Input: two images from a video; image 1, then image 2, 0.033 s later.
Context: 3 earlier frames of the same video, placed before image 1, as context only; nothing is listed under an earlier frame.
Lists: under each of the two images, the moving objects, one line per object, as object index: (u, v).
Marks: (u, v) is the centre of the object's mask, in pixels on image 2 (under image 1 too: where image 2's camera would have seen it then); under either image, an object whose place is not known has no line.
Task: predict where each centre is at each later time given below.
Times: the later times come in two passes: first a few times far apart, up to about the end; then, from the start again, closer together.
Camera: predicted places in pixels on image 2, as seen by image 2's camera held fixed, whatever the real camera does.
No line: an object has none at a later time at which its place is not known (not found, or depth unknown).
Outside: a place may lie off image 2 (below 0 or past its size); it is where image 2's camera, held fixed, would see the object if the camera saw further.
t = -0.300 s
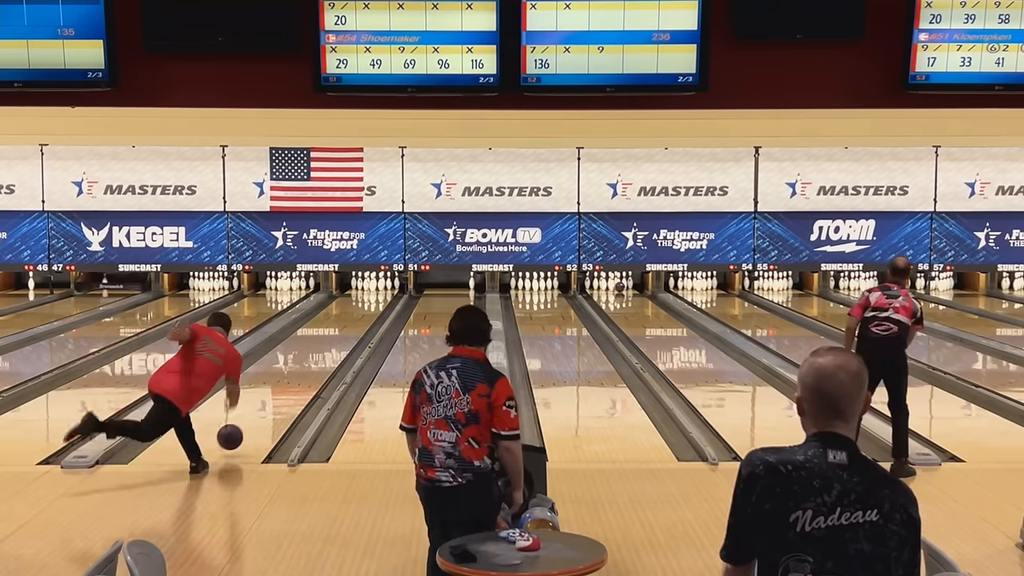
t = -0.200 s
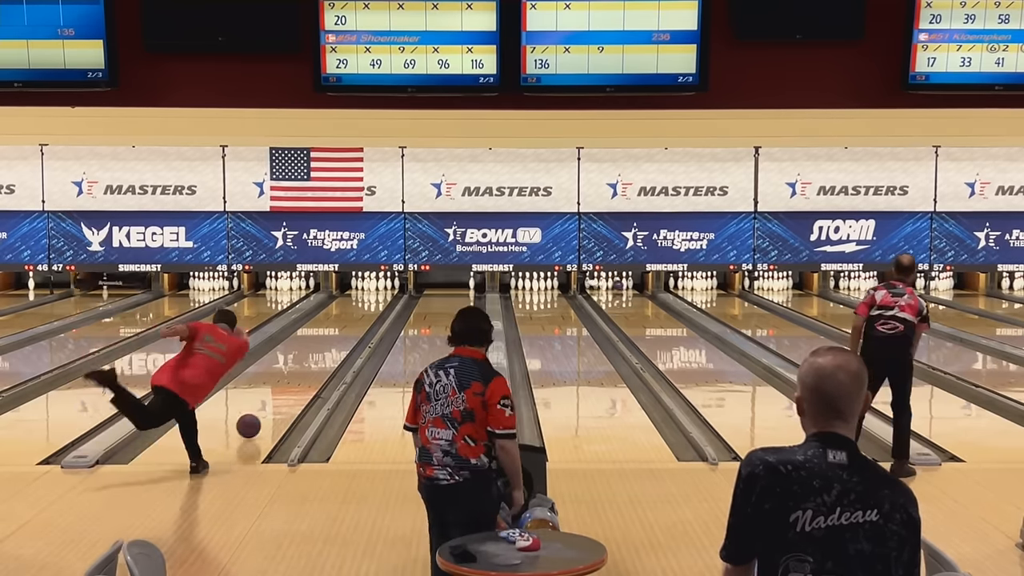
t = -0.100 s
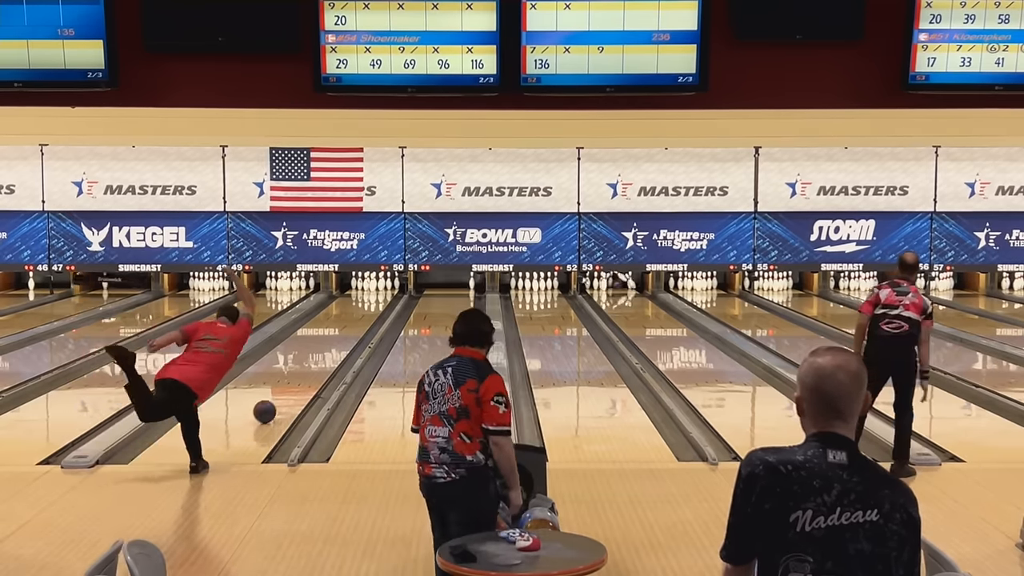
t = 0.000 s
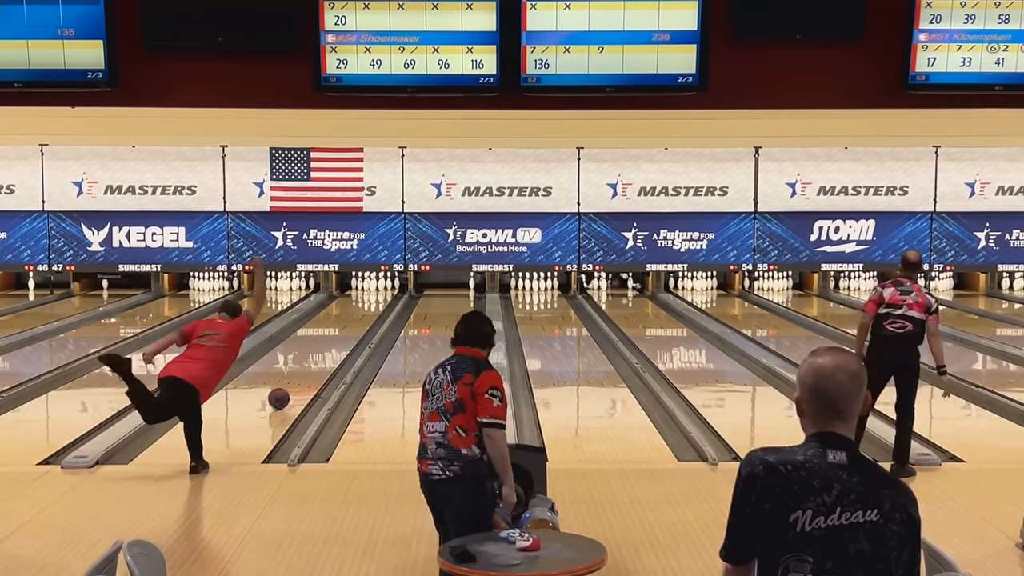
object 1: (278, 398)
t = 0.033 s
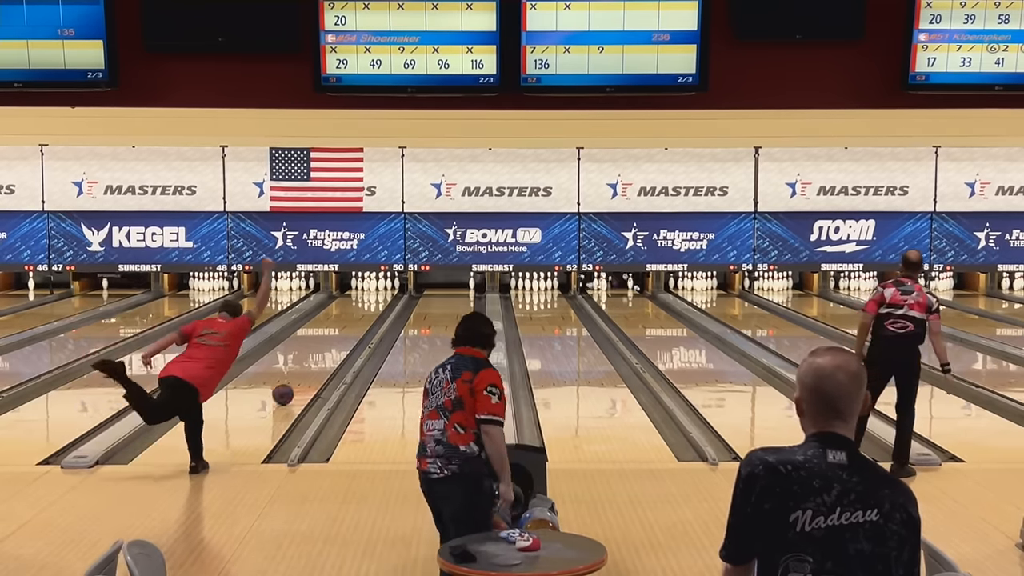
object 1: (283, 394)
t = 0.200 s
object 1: (302, 377)
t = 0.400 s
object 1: (321, 359)
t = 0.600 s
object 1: (336, 345)
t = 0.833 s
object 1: (351, 331)
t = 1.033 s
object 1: (360, 321)
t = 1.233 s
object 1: (368, 312)
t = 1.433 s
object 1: (374, 304)
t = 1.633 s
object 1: (378, 298)
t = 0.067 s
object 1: (287, 391)
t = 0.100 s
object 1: (291, 387)
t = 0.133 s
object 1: (295, 383)
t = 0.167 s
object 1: (298, 380)
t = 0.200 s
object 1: (302, 377)
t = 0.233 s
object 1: (305, 374)
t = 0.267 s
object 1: (309, 370)
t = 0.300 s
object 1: (312, 367)
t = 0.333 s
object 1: (315, 365)
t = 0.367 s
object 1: (318, 361)
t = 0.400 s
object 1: (321, 359)
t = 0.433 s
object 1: (324, 356)
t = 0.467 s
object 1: (326, 354)
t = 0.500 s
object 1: (329, 352)
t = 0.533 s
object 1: (332, 349)
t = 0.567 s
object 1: (334, 347)
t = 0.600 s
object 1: (336, 345)
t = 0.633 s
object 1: (339, 343)
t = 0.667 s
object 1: (341, 341)
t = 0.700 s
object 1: (343, 338)
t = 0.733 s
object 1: (345, 337)
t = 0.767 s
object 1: (347, 335)
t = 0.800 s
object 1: (349, 333)
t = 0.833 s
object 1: (351, 331)
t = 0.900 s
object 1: (354, 327)
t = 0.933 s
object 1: (356, 325)
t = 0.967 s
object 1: (358, 324)
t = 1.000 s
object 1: (359, 322)
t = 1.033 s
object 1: (360, 321)
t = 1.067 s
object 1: (362, 319)
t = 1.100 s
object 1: (363, 318)
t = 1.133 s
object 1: (365, 316)
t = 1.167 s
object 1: (366, 315)
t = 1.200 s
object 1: (367, 314)
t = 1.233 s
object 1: (368, 312)
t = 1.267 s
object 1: (370, 311)
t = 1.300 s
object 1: (371, 310)
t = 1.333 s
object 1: (372, 308)
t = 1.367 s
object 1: (373, 307)
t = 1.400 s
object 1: (374, 306)
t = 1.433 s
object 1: (374, 304)
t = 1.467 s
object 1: (375, 303)
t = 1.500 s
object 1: (376, 302)
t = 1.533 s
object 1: (377, 301)
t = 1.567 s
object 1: (377, 300)
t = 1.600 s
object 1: (378, 299)
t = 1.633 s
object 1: (378, 298)
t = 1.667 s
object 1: (379, 297)
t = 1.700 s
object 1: (379, 296)
